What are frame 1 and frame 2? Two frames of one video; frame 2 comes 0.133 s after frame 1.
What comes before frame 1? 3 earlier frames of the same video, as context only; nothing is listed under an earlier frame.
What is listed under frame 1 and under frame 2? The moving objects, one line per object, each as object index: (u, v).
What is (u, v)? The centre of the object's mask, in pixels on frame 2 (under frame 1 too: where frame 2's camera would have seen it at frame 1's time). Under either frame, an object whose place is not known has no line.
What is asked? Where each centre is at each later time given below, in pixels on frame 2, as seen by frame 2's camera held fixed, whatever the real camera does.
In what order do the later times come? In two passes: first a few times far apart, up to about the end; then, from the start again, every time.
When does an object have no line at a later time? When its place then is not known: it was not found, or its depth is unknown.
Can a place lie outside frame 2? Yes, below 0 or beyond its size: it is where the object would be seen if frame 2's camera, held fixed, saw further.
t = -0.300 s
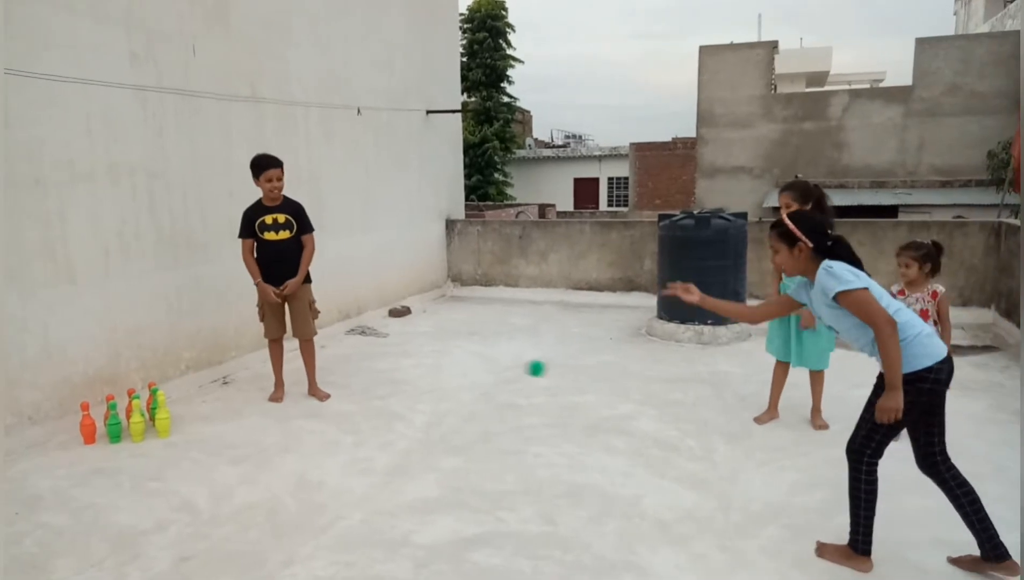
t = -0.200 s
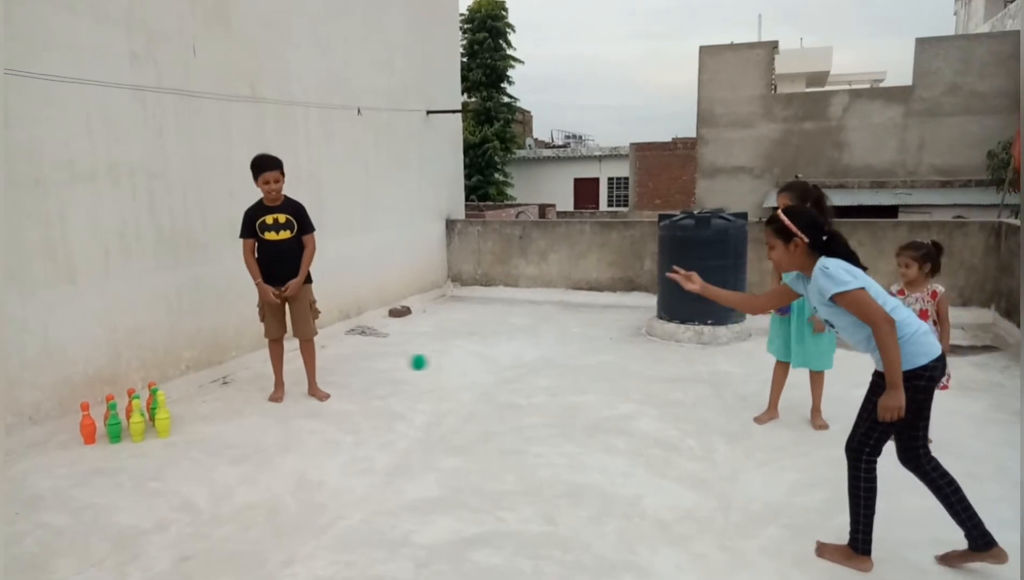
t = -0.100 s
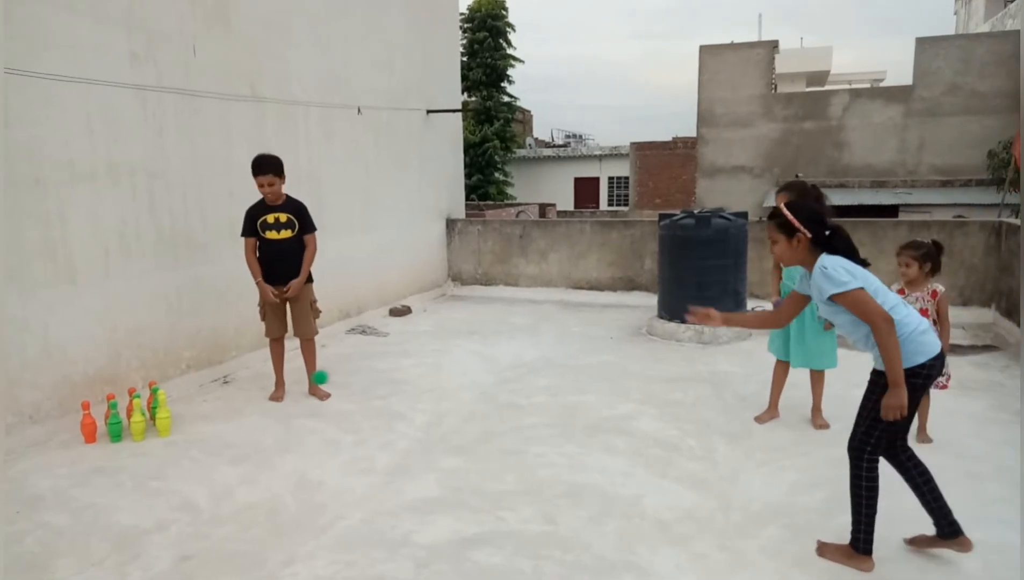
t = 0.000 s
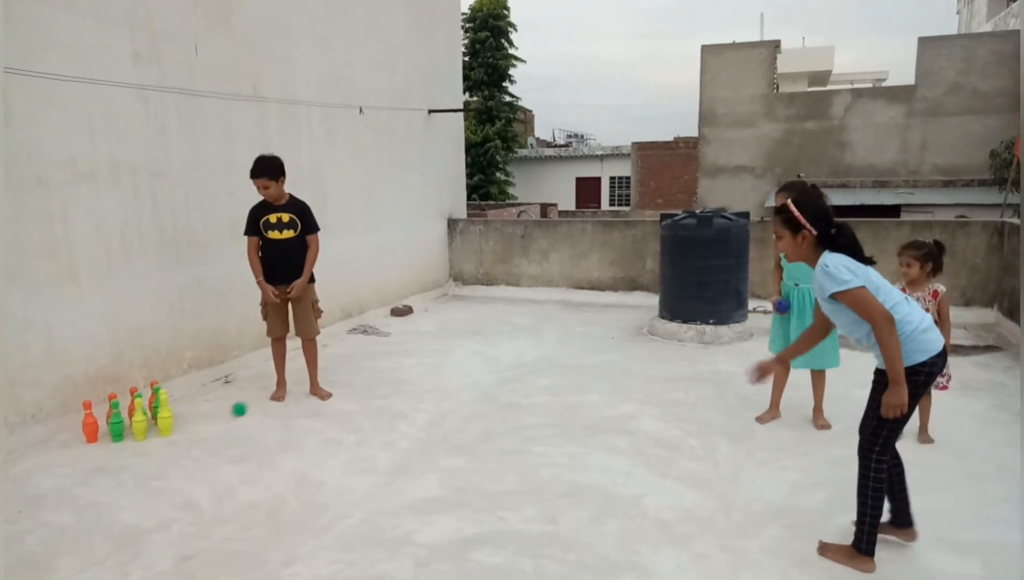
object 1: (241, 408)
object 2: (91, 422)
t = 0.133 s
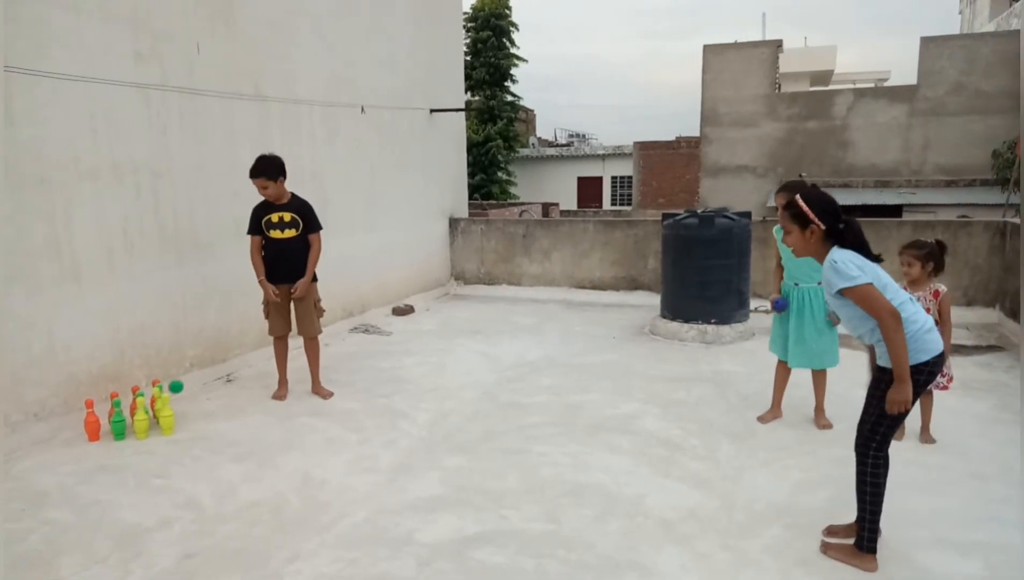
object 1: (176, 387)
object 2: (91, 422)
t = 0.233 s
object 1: (177, 363)
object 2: (92, 422)
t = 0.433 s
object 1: (183, 368)
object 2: (90, 422)
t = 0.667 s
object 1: (197, 358)
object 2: (82, 424)
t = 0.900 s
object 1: (245, 371)
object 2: (70, 436)
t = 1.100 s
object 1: (264, 361)
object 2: (67, 440)
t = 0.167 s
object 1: (176, 377)
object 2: (91, 422)
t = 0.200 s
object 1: (177, 369)
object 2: (92, 422)
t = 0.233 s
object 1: (177, 363)
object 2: (92, 422)
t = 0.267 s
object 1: (178, 359)
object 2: (92, 422)
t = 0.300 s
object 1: (179, 357)
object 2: (92, 422)
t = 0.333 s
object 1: (179, 357)
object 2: (92, 422)
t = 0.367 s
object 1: (180, 360)
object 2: (91, 422)
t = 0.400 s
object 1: (182, 363)
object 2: (91, 422)
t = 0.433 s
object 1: (183, 368)
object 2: (90, 422)
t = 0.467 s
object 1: (184, 375)
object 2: (89, 423)
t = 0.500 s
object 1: (186, 384)
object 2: (88, 422)
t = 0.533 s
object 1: (186, 390)
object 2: (86, 423)
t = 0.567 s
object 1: (181, 378)
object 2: (86, 423)
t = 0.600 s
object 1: (185, 369)
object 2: (84, 423)
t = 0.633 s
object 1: (191, 363)
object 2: (83, 423)
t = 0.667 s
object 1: (197, 358)
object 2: (82, 424)
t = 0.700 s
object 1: (204, 355)
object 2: (81, 425)
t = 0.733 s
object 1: (211, 353)
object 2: (79, 426)
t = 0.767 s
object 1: (218, 353)
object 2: (76, 427)
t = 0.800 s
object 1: (224, 355)
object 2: (74, 429)
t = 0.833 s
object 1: (231, 359)
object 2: (70, 432)
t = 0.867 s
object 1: (238, 364)
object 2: (69, 435)
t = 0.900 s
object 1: (245, 371)
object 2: (70, 436)
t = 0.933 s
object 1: (252, 379)
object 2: (69, 438)
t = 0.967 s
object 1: (258, 384)
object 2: (68, 438)
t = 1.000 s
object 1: (259, 376)
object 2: (68, 439)
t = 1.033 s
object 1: (261, 369)
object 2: (67, 440)
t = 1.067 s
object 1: (262, 364)
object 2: (67, 440)
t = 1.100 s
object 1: (264, 361)
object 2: (67, 440)
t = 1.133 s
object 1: (266, 359)
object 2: (67, 441)
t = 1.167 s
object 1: (267, 359)
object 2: (66, 441)
